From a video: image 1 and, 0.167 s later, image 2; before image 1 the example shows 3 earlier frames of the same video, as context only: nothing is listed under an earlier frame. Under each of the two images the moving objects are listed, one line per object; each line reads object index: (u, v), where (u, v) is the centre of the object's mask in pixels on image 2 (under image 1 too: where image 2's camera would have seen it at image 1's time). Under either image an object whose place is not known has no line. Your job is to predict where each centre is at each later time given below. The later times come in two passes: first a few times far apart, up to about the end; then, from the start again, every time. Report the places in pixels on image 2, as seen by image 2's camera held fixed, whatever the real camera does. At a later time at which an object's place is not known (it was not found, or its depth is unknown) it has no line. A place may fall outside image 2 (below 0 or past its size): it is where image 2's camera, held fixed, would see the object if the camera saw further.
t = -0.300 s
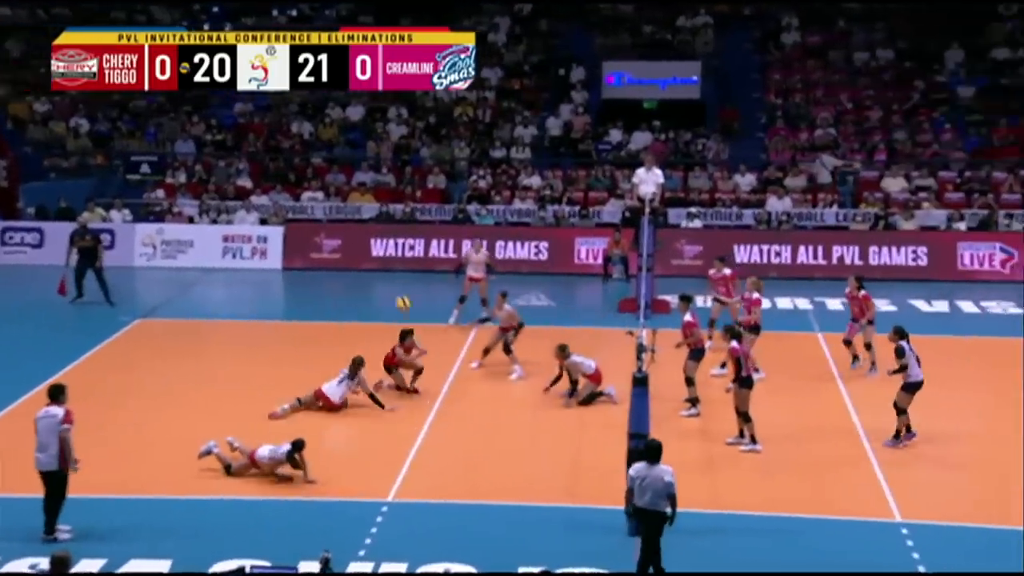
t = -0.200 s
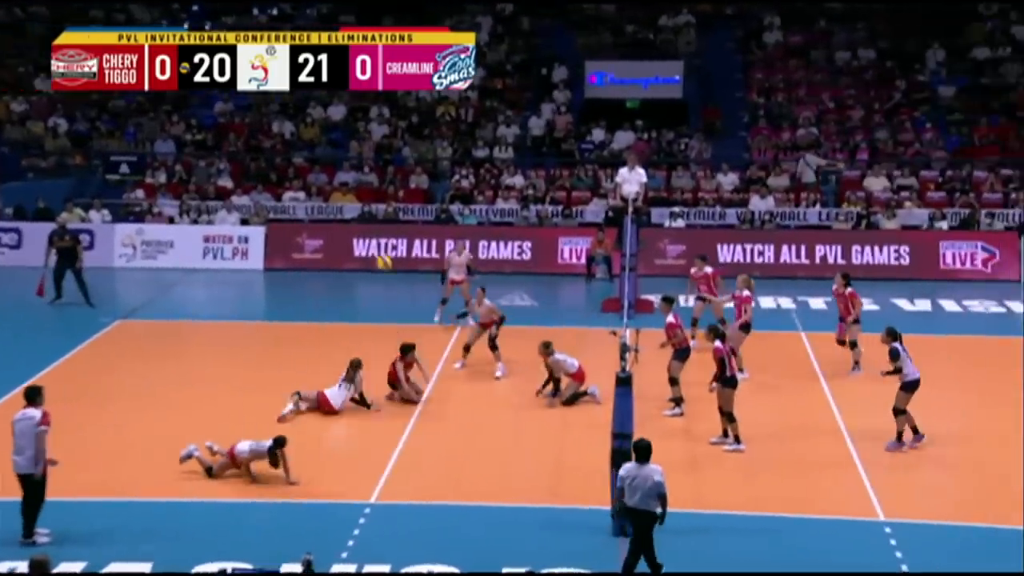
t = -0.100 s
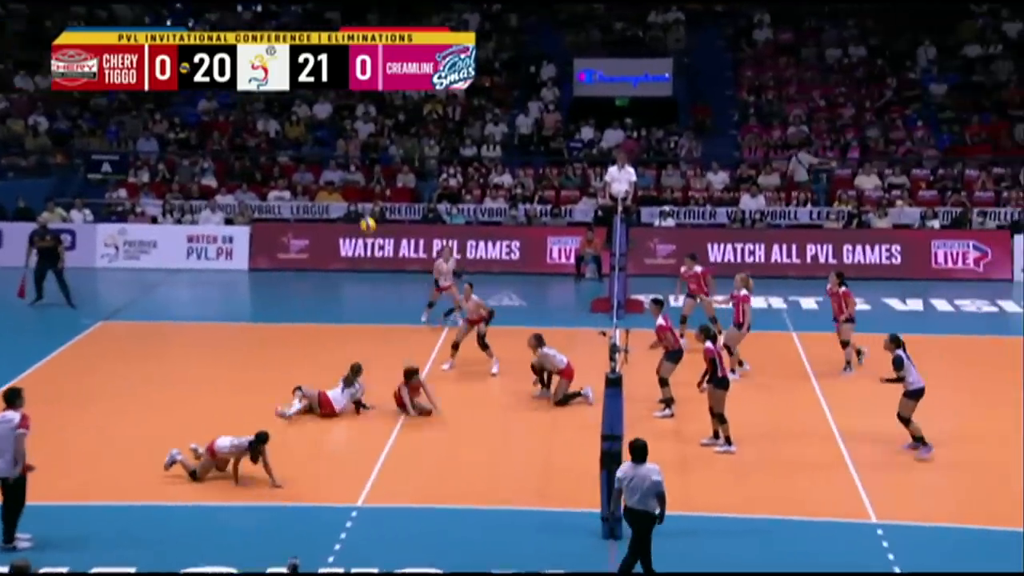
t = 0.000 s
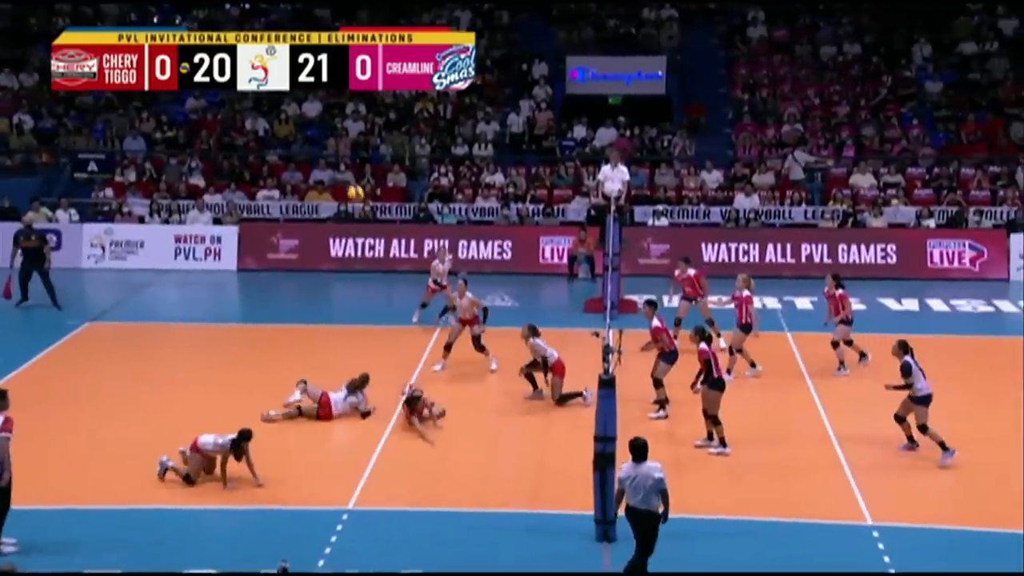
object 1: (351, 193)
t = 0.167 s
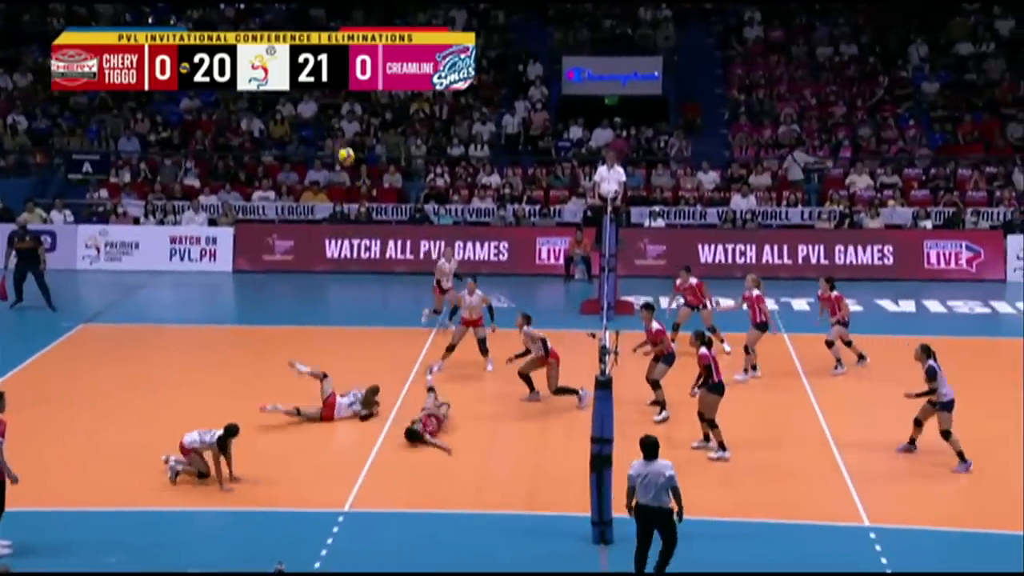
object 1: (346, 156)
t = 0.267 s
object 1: (343, 141)
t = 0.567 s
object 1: (334, 141)
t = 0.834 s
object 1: (328, 198)
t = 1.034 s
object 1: (324, 280)
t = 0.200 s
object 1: (345, 149)
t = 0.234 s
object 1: (344, 145)
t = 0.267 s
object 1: (343, 141)
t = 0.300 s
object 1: (343, 138)
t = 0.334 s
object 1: (342, 135)
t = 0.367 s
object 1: (341, 134)
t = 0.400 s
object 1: (339, 133)
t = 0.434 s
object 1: (339, 133)
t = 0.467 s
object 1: (338, 134)
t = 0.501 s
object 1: (336, 135)
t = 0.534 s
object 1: (336, 138)
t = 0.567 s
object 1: (334, 141)
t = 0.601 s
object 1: (334, 146)
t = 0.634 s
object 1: (333, 151)
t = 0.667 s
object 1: (332, 156)
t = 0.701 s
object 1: (332, 163)
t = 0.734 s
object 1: (331, 169)
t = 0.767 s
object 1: (330, 180)
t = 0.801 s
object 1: (328, 187)
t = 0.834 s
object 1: (328, 198)
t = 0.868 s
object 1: (328, 211)
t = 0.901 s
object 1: (327, 224)
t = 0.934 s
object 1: (326, 235)
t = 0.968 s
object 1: (326, 249)
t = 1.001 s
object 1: (325, 265)
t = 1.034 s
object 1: (324, 280)
